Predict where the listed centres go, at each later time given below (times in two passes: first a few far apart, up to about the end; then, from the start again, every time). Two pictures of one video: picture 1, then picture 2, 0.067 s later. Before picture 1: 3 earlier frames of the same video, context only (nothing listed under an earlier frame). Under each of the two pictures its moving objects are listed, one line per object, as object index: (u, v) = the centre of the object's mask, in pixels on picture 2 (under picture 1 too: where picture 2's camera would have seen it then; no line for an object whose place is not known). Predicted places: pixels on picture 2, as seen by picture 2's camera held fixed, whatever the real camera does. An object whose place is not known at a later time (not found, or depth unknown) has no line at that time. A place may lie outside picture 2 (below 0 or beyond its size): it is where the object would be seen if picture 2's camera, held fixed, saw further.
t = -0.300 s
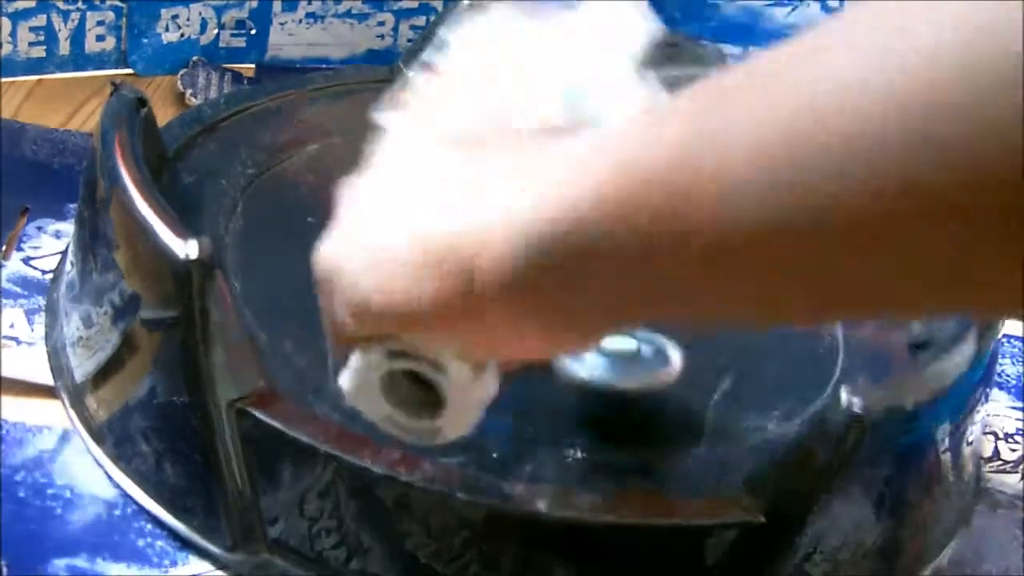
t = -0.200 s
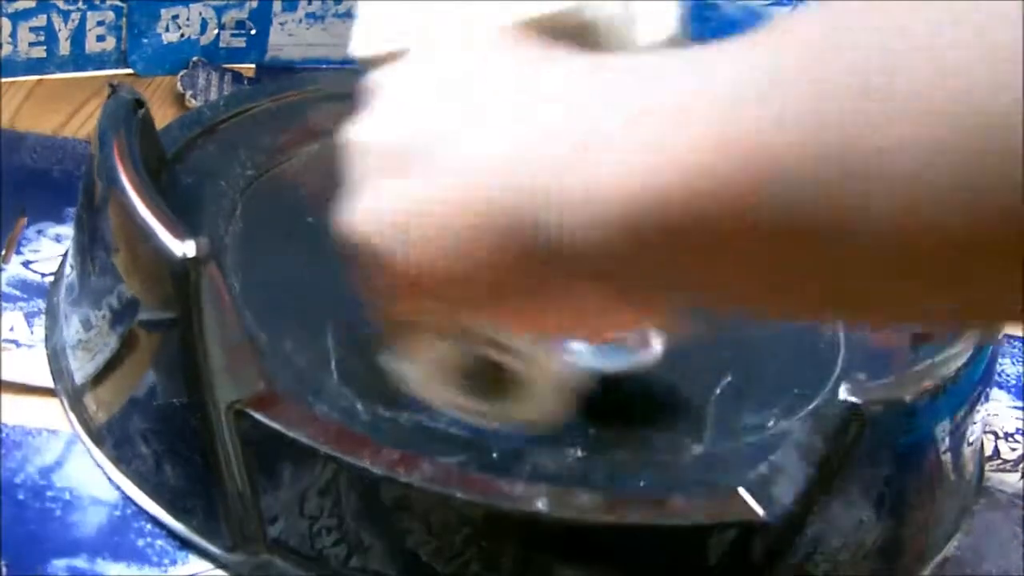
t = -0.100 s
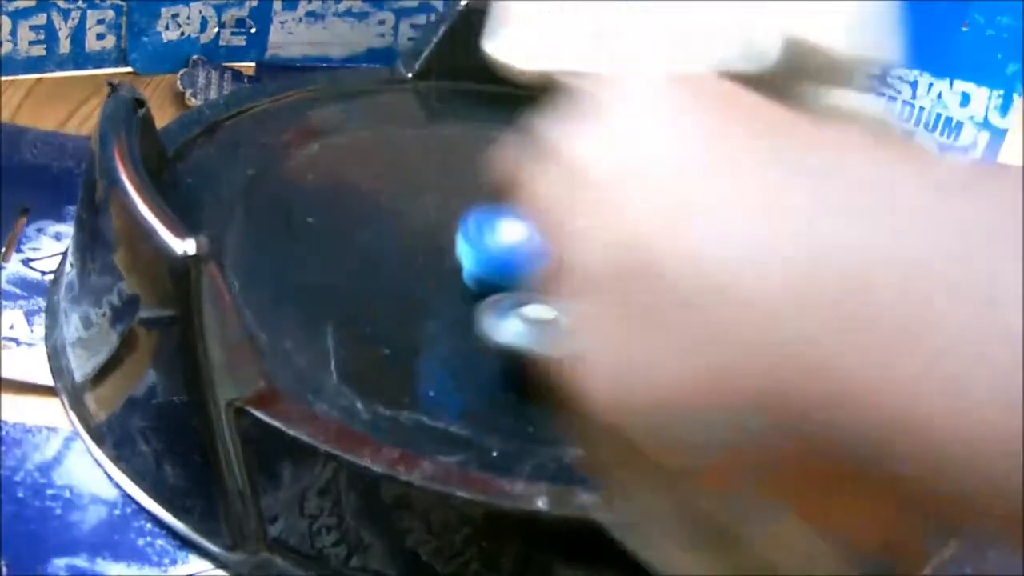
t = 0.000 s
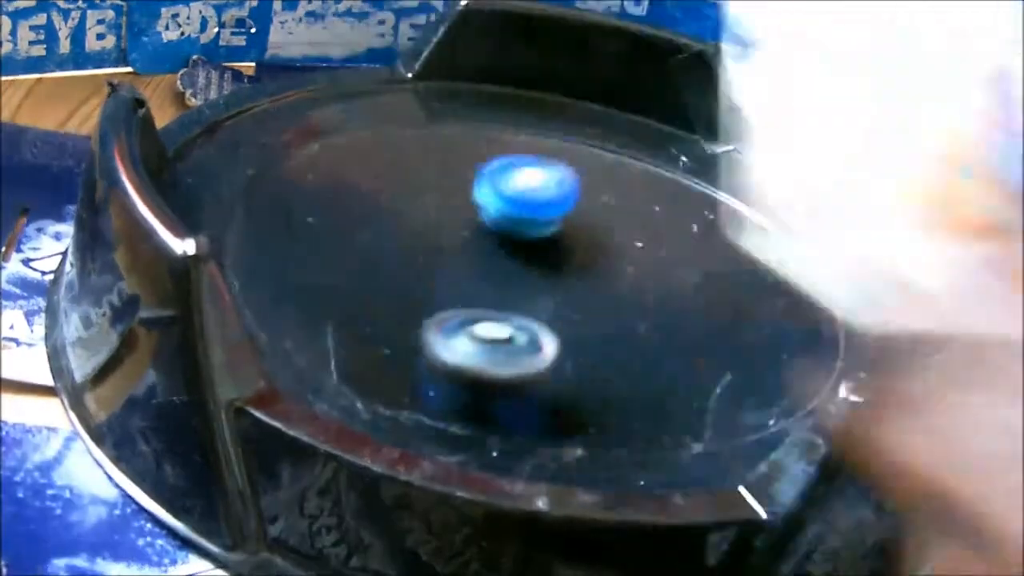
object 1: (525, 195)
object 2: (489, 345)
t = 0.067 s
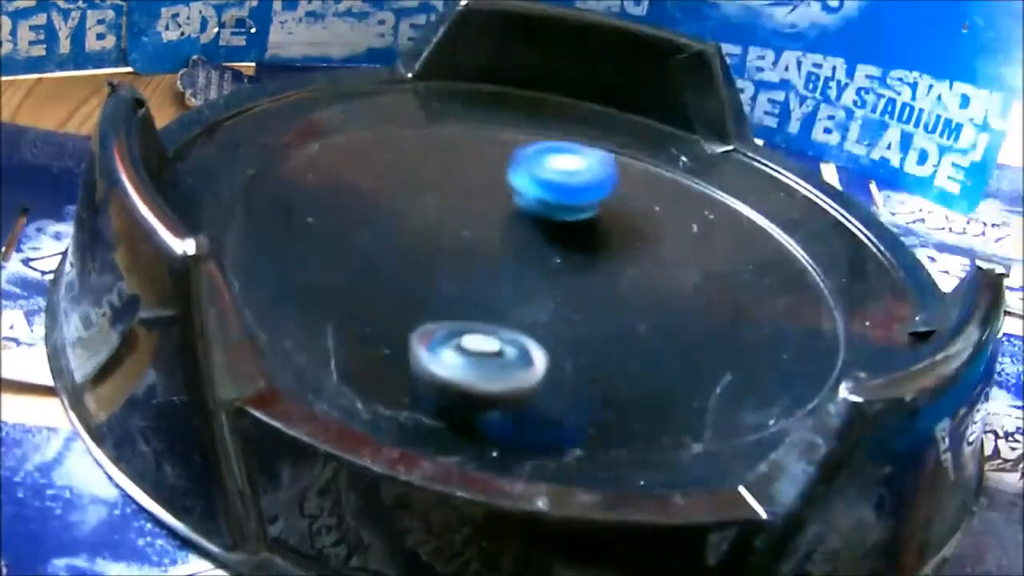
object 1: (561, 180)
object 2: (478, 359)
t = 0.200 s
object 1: (667, 211)
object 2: (517, 384)
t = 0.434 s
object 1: (815, 312)
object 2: (439, 328)
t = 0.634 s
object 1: (877, 250)
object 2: (263, 218)
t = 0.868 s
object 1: (715, 304)
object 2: (431, 196)
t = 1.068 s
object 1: (513, 295)
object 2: (573, 222)
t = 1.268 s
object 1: (405, 175)
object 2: (574, 241)
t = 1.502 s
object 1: (546, 113)
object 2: (438, 200)
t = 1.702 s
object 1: (678, 212)
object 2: (291, 138)
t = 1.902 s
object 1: (551, 347)
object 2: (306, 215)
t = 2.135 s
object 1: (236, 223)
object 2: (610, 284)
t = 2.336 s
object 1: (285, 135)
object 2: (689, 182)
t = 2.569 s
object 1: (532, 200)
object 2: (557, 100)
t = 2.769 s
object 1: (599, 350)
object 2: (470, 134)
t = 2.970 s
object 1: (375, 351)
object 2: (505, 242)
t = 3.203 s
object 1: (260, 267)
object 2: (715, 294)
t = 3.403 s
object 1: (332, 233)
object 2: (788, 240)
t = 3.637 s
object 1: (602, 252)
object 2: (673, 165)
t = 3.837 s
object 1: (772, 351)
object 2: (459, 221)
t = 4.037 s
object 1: (638, 401)
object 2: (479, 359)
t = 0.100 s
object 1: (584, 179)
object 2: (480, 367)
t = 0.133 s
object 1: (610, 184)
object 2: (486, 375)
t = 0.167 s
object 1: (638, 196)
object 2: (498, 381)
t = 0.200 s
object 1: (667, 211)
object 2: (517, 384)
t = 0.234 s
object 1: (693, 229)
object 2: (538, 385)
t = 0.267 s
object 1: (713, 254)
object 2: (560, 384)
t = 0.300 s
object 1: (725, 279)
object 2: (580, 379)
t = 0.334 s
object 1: (726, 304)
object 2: (594, 369)
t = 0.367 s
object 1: (716, 326)
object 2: (602, 355)
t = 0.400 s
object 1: (748, 331)
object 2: (541, 344)
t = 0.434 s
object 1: (815, 312)
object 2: (439, 328)
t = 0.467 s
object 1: (858, 288)
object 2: (348, 304)
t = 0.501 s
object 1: (877, 272)
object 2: (287, 275)
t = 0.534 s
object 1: (891, 262)
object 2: (252, 239)
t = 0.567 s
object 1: (897, 254)
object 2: (249, 222)
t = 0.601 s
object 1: (890, 251)
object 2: (252, 226)
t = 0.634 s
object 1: (877, 250)
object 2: (263, 218)
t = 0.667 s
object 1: (862, 250)
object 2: (281, 208)
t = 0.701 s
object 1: (845, 253)
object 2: (301, 203)
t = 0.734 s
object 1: (822, 262)
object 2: (323, 196)
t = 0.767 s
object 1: (798, 272)
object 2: (347, 194)
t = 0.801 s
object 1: (772, 283)
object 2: (373, 192)
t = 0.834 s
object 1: (744, 294)
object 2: (402, 193)
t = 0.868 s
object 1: (715, 304)
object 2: (431, 196)
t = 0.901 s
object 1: (684, 313)
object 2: (460, 198)
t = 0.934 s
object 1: (651, 317)
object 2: (487, 203)
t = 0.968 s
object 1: (617, 318)
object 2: (513, 207)
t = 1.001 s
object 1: (584, 314)
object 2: (536, 212)
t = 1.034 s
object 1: (549, 307)
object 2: (557, 216)
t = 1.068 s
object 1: (513, 295)
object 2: (573, 222)
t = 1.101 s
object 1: (479, 278)
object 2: (586, 229)
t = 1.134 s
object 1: (451, 259)
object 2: (593, 234)
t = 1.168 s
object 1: (429, 238)
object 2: (595, 238)
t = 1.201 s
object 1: (414, 217)
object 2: (592, 241)
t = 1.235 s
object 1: (406, 195)
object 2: (586, 242)
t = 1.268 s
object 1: (405, 175)
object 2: (574, 241)
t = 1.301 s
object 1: (412, 157)
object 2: (559, 243)
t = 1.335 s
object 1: (425, 141)
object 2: (542, 241)
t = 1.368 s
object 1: (444, 128)
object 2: (524, 237)
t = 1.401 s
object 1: (468, 118)
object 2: (503, 231)
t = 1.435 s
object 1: (493, 112)
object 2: (482, 222)
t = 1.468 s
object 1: (519, 110)
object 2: (461, 213)
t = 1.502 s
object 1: (546, 113)
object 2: (438, 200)
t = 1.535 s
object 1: (575, 121)
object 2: (415, 188)
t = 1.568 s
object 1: (603, 132)
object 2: (392, 176)
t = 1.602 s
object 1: (627, 147)
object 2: (366, 164)
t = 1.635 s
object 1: (648, 164)
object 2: (342, 154)
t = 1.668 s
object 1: (665, 187)
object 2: (317, 146)
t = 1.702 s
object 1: (678, 212)
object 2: (291, 138)
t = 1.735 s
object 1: (686, 240)
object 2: (275, 135)
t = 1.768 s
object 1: (682, 269)
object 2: (272, 149)
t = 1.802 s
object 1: (666, 298)
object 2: (273, 164)
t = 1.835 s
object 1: (639, 321)
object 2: (276, 178)
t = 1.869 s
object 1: (600, 338)
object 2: (285, 194)
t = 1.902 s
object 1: (551, 347)
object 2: (306, 215)
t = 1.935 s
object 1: (497, 348)
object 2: (336, 236)
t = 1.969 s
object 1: (441, 342)
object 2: (370, 252)
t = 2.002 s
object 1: (388, 329)
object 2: (426, 267)
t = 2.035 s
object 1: (335, 308)
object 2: (474, 288)
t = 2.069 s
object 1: (292, 284)
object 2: (524, 293)
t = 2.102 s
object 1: (261, 256)
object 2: (570, 291)
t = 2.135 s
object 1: (236, 223)
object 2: (610, 284)
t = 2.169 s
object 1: (217, 198)
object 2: (643, 272)
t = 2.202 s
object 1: (209, 176)
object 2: (667, 257)
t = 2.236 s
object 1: (222, 163)
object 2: (683, 239)
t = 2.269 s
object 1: (239, 151)
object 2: (692, 221)
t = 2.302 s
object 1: (260, 141)
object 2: (694, 202)
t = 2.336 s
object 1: (285, 135)
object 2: (689, 182)
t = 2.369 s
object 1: (318, 133)
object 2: (680, 165)
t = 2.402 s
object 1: (355, 131)
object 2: (665, 147)
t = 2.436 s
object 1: (394, 134)
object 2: (646, 129)
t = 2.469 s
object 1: (436, 139)
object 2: (619, 116)
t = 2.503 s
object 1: (484, 149)
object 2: (586, 111)
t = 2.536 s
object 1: (511, 172)
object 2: (569, 104)
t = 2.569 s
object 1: (532, 200)
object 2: (557, 100)
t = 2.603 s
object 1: (559, 229)
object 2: (544, 99)
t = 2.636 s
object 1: (583, 257)
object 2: (528, 101)
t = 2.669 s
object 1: (601, 285)
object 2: (511, 109)
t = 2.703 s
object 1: (610, 310)
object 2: (495, 116)
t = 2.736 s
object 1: (609, 331)
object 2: (482, 124)
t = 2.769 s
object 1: (599, 350)
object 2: (470, 134)
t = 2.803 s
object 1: (577, 364)
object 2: (461, 147)
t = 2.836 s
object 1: (547, 373)
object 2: (456, 161)
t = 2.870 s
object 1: (508, 377)
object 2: (458, 178)
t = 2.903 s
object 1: (464, 376)
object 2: (467, 199)
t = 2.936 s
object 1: (417, 368)
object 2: (482, 220)
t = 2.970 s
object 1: (375, 351)
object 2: (505, 242)
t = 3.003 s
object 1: (336, 337)
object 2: (531, 260)
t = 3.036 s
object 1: (305, 322)
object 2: (562, 275)
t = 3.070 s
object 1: (286, 307)
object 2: (595, 285)
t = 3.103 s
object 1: (275, 295)
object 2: (628, 293)
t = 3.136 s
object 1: (267, 284)
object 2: (659, 297)
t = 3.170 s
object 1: (262, 275)
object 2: (688, 297)
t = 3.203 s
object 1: (260, 267)
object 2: (715, 294)
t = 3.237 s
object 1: (261, 260)
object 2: (737, 290)
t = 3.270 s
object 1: (265, 257)
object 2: (755, 281)
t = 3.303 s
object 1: (275, 251)
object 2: (769, 273)
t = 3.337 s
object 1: (290, 244)
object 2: (780, 263)
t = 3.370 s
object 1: (309, 238)
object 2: (785, 252)
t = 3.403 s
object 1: (332, 233)
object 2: (788, 240)
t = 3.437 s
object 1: (360, 230)
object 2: (785, 229)
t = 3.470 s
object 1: (393, 228)
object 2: (784, 215)
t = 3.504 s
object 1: (430, 227)
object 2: (777, 201)
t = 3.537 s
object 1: (473, 230)
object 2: (757, 191)
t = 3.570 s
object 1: (515, 235)
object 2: (731, 181)
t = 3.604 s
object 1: (558, 243)
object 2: (705, 173)
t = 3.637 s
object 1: (602, 252)
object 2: (673, 165)
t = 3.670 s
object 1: (644, 264)
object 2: (638, 162)
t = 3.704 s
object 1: (681, 278)
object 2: (599, 165)
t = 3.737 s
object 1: (715, 295)
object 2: (559, 174)
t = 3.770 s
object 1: (742, 314)
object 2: (521, 186)
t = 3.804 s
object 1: (762, 332)
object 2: (486, 203)
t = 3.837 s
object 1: (772, 351)
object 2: (459, 221)
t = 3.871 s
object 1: (774, 367)
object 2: (438, 242)
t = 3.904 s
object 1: (767, 380)
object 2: (426, 265)
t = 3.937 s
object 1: (746, 392)
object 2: (424, 290)
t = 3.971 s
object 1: (713, 401)
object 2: (432, 314)
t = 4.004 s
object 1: (671, 403)
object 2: (451, 339)
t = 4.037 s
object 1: (638, 401)
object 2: (479, 359)
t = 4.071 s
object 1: (708, 407)
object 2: (411, 352)
